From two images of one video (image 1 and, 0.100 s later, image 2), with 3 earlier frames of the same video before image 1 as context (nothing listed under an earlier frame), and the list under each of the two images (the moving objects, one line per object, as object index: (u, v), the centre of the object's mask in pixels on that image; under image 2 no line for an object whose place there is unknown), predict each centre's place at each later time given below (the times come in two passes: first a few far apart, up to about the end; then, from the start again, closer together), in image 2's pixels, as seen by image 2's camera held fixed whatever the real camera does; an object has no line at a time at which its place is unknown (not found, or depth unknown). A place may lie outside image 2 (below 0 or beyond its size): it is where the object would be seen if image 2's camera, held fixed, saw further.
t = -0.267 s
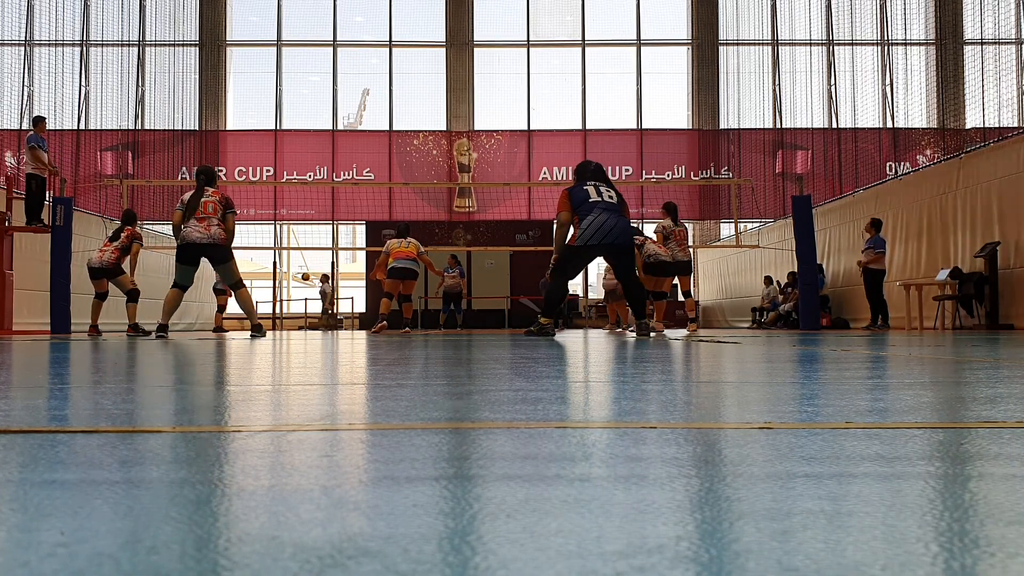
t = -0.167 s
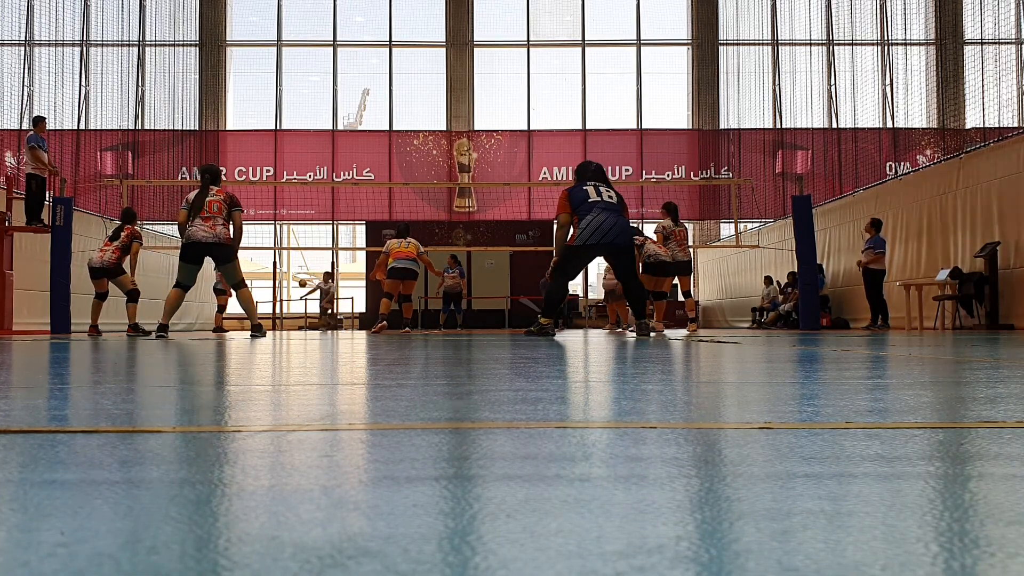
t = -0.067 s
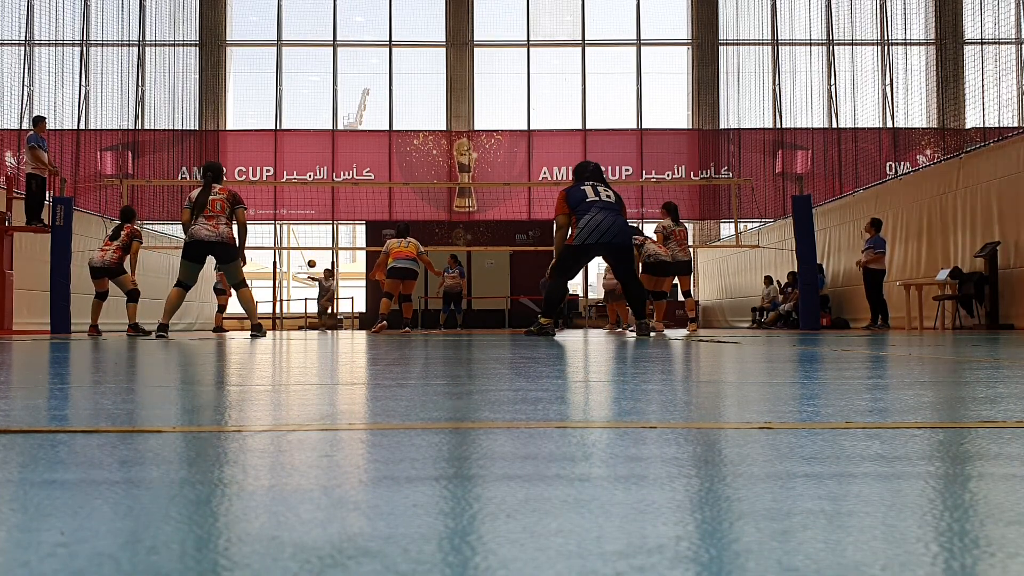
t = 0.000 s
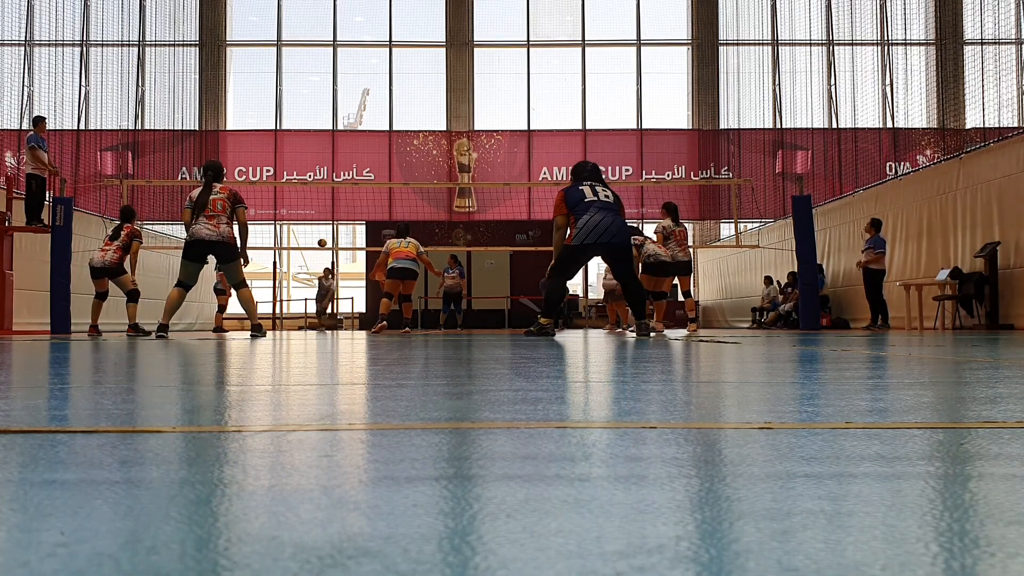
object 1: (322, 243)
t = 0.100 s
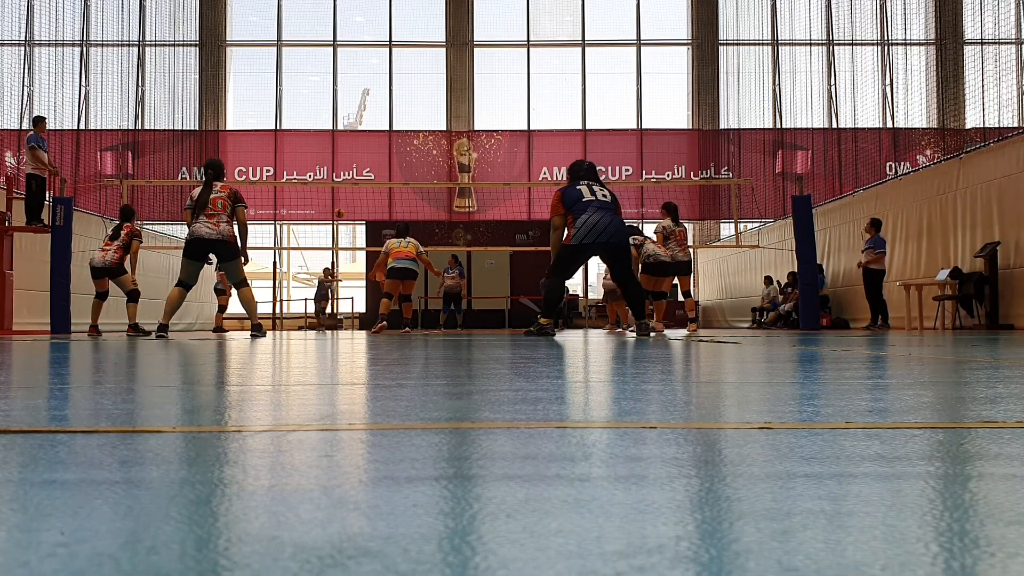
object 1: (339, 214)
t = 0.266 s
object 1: (370, 171)
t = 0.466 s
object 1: (419, 131)
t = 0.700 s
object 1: (485, 107)
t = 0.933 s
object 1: (563, 113)
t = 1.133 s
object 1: (645, 151)
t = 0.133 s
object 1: (345, 205)
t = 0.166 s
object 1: (351, 196)
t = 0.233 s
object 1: (363, 178)
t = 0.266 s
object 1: (370, 171)
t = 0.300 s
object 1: (378, 163)
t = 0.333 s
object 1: (385, 157)
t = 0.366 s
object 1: (393, 150)
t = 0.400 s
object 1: (401, 144)
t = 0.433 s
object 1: (410, 137)
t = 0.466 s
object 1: (419, 131)
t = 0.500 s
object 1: (427, 126)
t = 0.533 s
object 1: (437, 122)
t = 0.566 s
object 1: (445, 118)
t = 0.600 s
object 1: (455, 114)
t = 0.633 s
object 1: (465, 111)
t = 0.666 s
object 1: (475, 109)
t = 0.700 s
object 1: (485, 107)
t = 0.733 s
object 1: (496, 105)
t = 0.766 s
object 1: (506, 105)
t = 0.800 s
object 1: (517, 105)
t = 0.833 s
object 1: (528, 106)
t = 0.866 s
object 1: (539, 107)
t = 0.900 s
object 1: (551, 110)
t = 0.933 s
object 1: (563, 113)
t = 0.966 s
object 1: (576, 117)
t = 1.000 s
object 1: (589, 122)
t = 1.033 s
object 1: (602, 127)
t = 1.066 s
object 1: (616, 135)
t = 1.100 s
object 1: (630, 142)
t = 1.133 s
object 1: (645, 151)
